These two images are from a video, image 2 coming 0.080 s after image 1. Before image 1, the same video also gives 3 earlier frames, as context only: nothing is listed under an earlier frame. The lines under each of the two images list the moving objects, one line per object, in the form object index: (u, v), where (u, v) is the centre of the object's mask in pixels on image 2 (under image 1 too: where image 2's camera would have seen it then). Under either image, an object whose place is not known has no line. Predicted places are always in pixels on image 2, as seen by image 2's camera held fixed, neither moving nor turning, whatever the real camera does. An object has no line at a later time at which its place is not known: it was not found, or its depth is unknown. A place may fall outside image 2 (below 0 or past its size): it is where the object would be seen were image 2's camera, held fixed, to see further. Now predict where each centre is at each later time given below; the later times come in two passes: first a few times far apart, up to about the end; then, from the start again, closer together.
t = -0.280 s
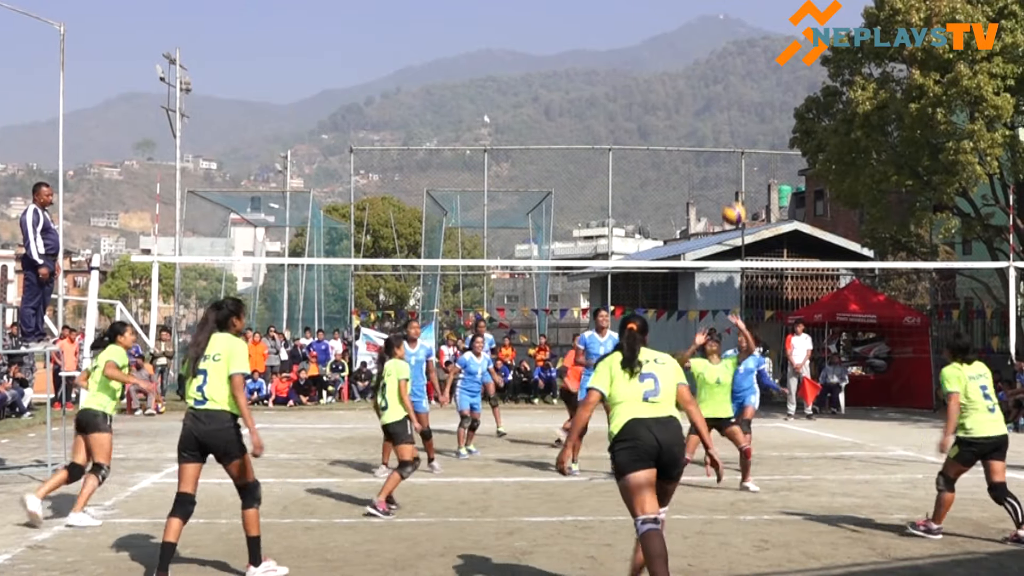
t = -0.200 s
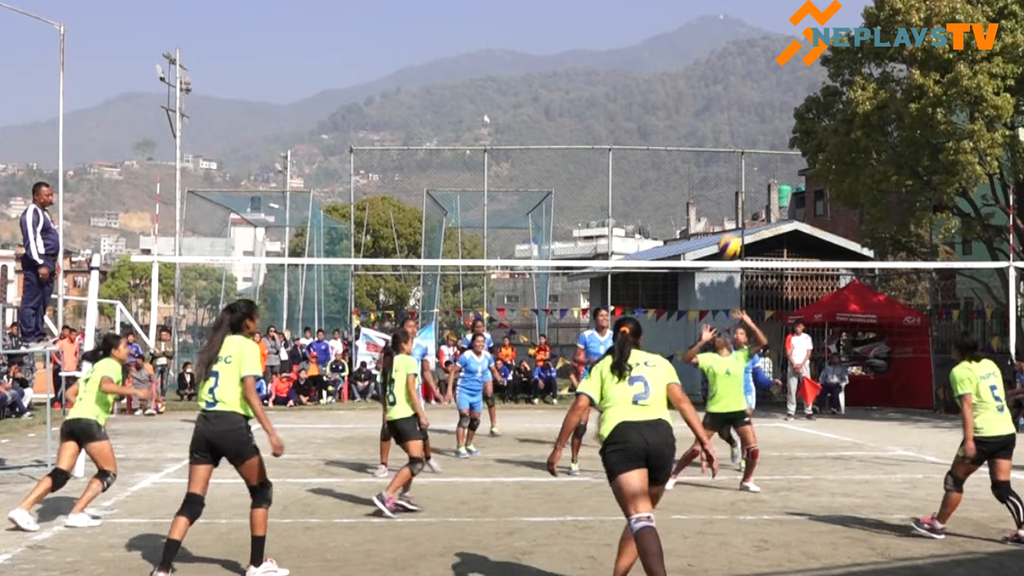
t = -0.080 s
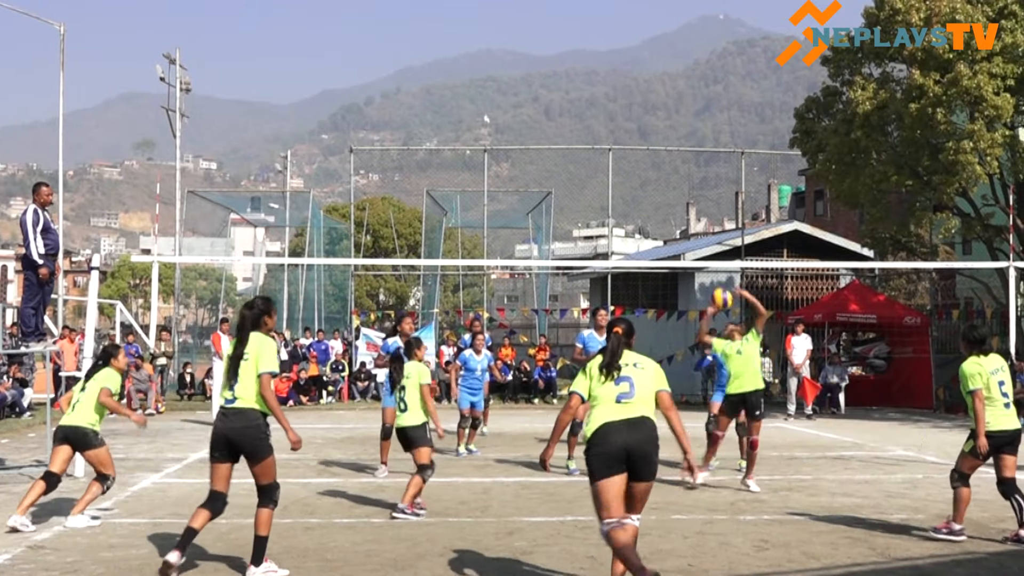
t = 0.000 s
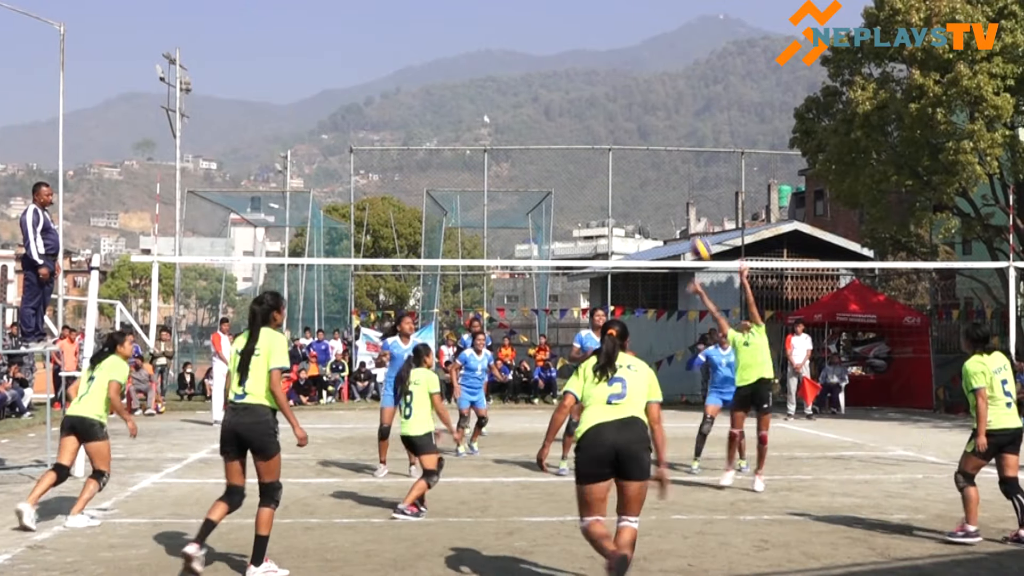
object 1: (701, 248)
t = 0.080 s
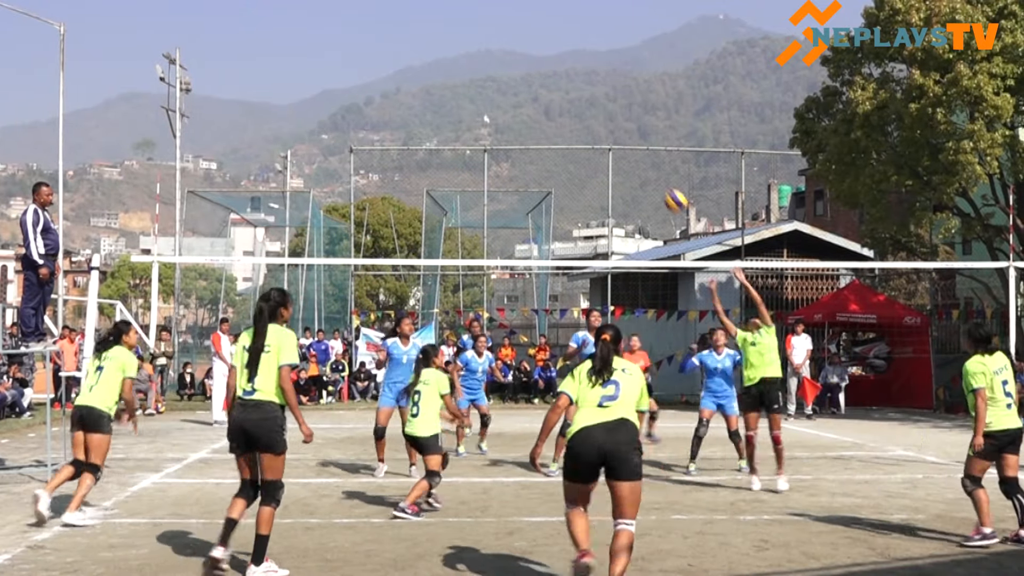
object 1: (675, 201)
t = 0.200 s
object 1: (637, 140)
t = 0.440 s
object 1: (564, 70)
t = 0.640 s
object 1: (507, 57)
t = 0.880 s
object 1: (439, 95)
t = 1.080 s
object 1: (385, 169)
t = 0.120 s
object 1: (663, 180)
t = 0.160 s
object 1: (651, 159)
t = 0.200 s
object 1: (637, 140)
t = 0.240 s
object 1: (626, 124)
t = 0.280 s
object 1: (613, 110)
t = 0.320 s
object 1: (600, 98)
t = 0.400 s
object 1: (577, 78)
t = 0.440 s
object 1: (564, 70)
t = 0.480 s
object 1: (554, 64)
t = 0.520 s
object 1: (542, 60)
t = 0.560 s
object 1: (529, 58)
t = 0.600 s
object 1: (518, 57)
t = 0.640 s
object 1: (507, 57)
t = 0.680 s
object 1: (495, 60)
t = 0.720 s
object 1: (483, 65)
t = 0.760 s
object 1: (472, 70)
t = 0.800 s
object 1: (461, 77)
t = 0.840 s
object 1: (450, 85)
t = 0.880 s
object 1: (439, 95)
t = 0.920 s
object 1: (427, 107)
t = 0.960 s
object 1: (416, 120)
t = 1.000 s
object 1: (406, 135)
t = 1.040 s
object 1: (394, 152)
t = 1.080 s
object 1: (385, 169)
